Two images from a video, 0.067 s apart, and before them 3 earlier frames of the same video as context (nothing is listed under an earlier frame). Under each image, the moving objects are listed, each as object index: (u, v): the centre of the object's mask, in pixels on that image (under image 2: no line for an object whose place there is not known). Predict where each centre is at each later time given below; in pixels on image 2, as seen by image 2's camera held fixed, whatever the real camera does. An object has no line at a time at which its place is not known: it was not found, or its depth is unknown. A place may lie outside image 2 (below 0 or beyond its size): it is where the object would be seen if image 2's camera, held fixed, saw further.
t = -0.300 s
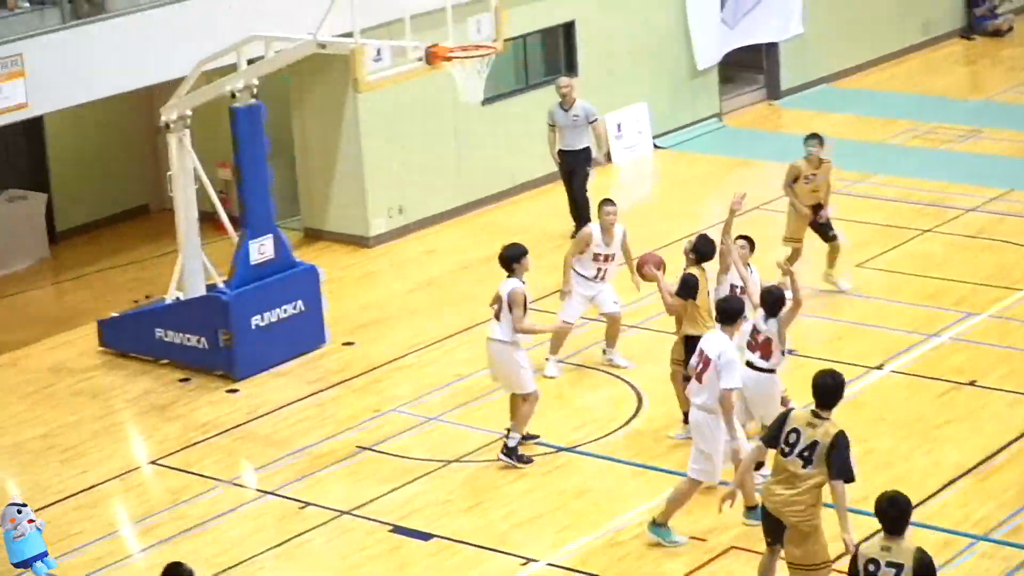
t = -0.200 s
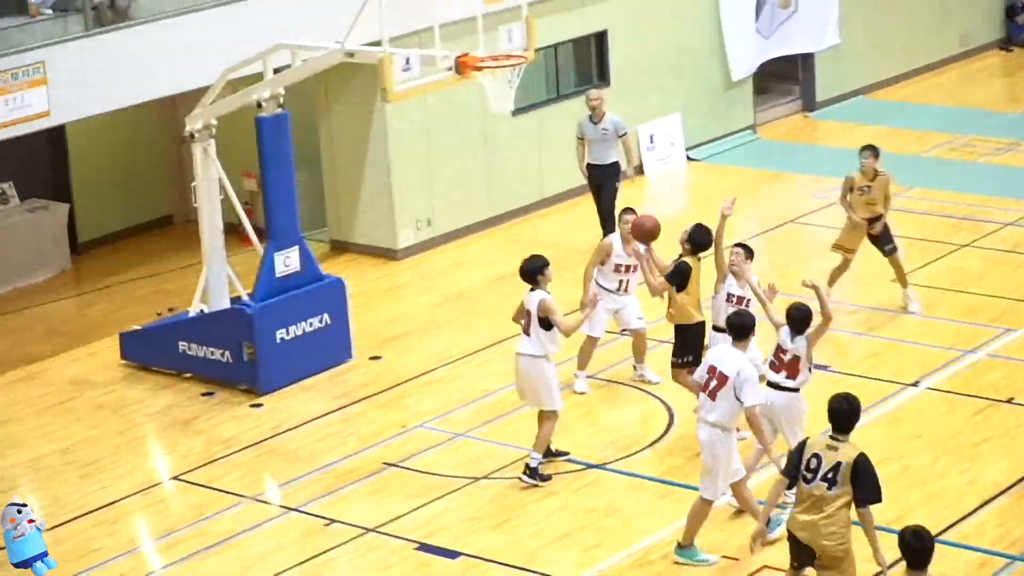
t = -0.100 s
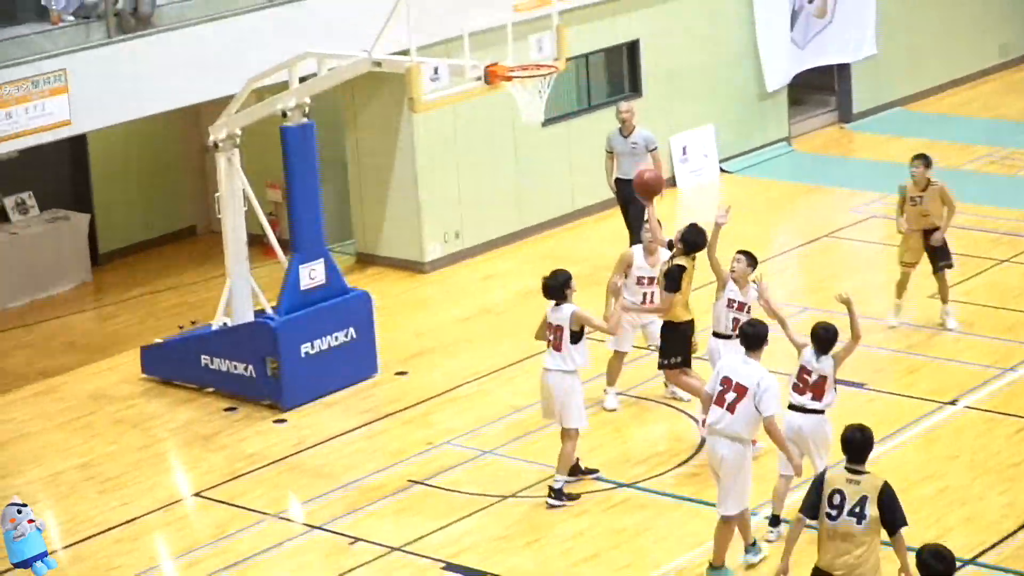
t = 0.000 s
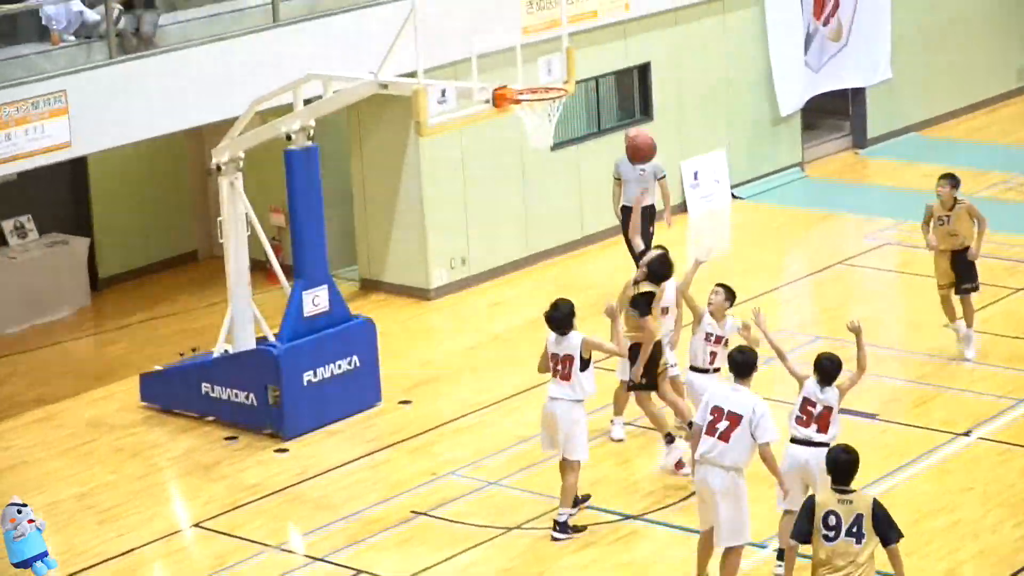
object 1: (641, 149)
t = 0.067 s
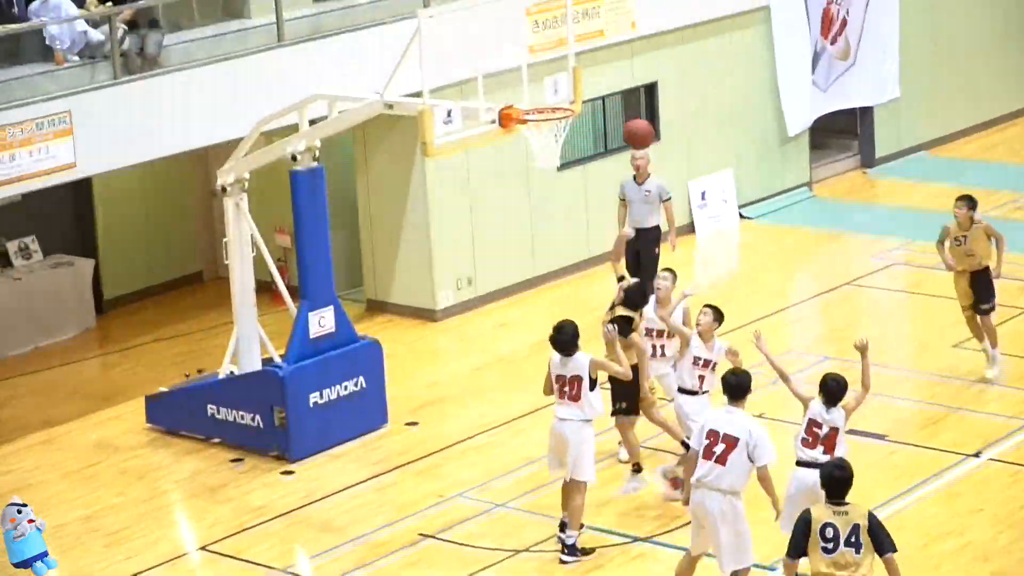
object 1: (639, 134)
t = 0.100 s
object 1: (634, 120)
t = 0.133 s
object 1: (629, 107)
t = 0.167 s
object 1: (625, 95)
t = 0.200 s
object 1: (620, 83)
